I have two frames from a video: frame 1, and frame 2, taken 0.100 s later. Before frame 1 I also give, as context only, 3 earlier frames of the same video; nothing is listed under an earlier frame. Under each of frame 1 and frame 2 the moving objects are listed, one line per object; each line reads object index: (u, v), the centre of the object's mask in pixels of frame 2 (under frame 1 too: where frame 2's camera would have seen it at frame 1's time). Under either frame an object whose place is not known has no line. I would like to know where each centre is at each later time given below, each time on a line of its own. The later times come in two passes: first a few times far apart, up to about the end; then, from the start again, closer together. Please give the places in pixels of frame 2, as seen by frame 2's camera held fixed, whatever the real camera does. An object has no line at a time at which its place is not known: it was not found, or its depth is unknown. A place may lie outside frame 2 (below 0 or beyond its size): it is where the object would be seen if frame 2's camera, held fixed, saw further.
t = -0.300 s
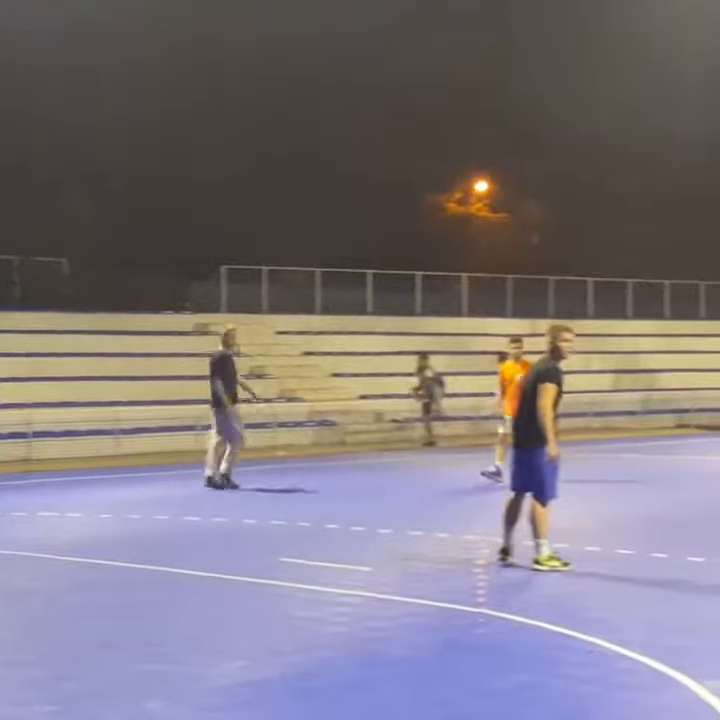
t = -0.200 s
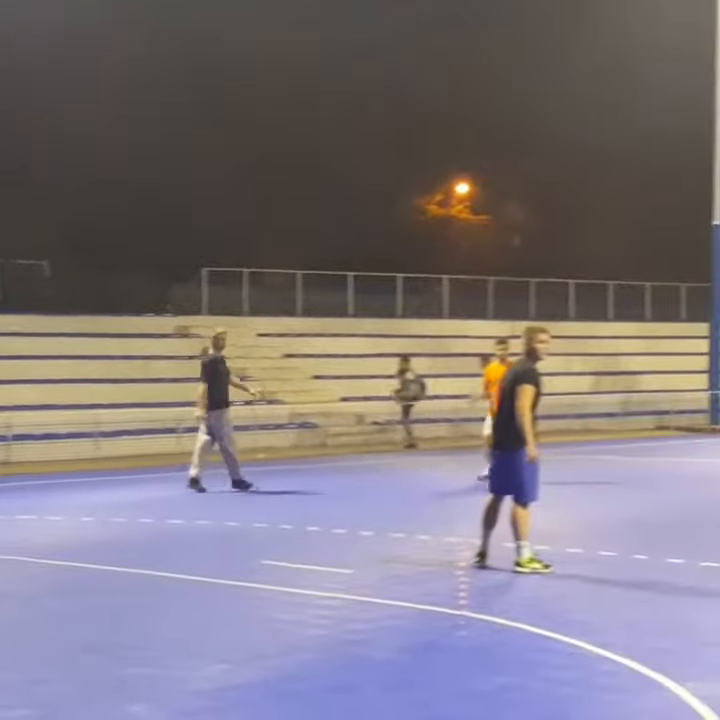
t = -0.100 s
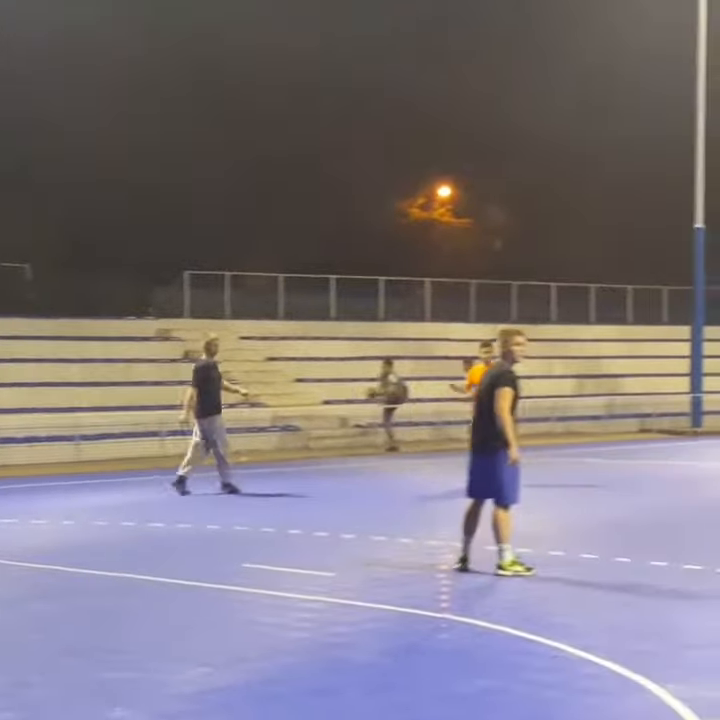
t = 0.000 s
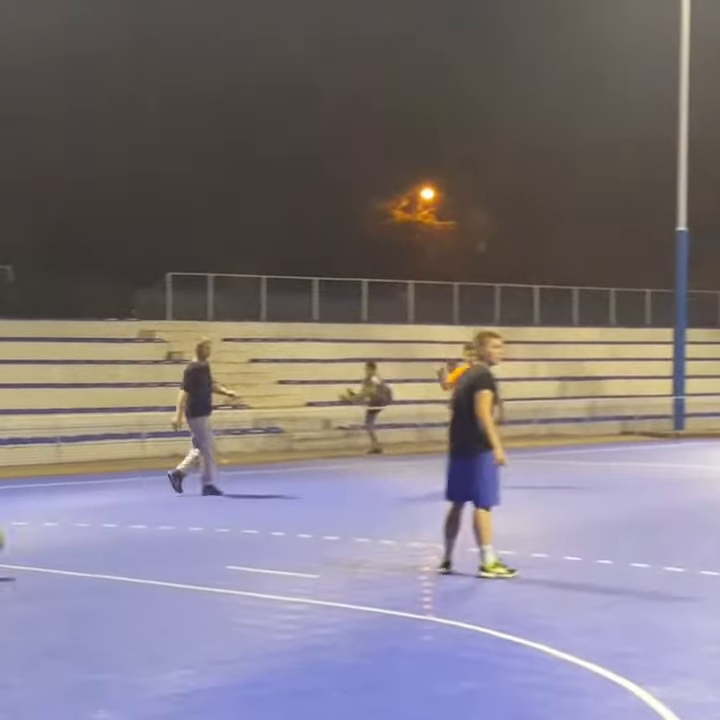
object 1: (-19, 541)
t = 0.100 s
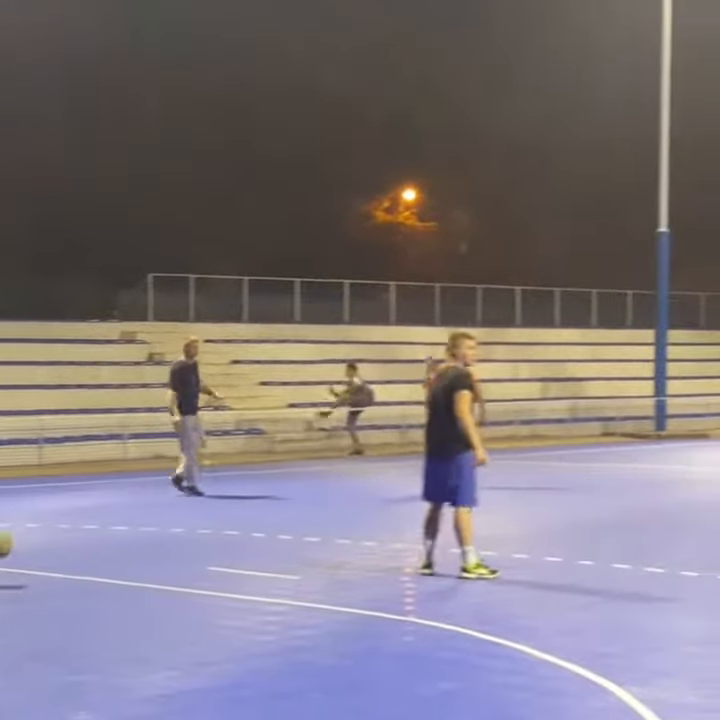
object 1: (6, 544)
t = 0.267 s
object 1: (47, 582)
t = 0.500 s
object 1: (118, 594)
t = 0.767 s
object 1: (211, 614)
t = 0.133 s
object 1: (13, 548)
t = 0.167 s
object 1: (21, 555)
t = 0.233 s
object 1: (38, 572)
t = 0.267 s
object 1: (47, 582)
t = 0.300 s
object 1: (57, 579)
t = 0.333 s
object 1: (67, 578)
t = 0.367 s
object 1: (77, 577)
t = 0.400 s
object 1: (87, 578)
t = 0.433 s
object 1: (98, 581)
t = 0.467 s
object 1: (108, 586)
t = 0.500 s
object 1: (118, 594)
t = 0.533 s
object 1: (129, 600)
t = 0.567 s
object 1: (141, 600)
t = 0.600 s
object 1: (152, 601)
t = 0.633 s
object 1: (163, 603)
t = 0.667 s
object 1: (175, 606)
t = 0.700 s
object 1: (186, 613)
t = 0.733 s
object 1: (199, 613)
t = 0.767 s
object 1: (211, 614)
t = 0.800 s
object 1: (223, 617)
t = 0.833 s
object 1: (235, 622)
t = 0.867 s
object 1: (248, 627)
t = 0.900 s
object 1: (260, 628)
